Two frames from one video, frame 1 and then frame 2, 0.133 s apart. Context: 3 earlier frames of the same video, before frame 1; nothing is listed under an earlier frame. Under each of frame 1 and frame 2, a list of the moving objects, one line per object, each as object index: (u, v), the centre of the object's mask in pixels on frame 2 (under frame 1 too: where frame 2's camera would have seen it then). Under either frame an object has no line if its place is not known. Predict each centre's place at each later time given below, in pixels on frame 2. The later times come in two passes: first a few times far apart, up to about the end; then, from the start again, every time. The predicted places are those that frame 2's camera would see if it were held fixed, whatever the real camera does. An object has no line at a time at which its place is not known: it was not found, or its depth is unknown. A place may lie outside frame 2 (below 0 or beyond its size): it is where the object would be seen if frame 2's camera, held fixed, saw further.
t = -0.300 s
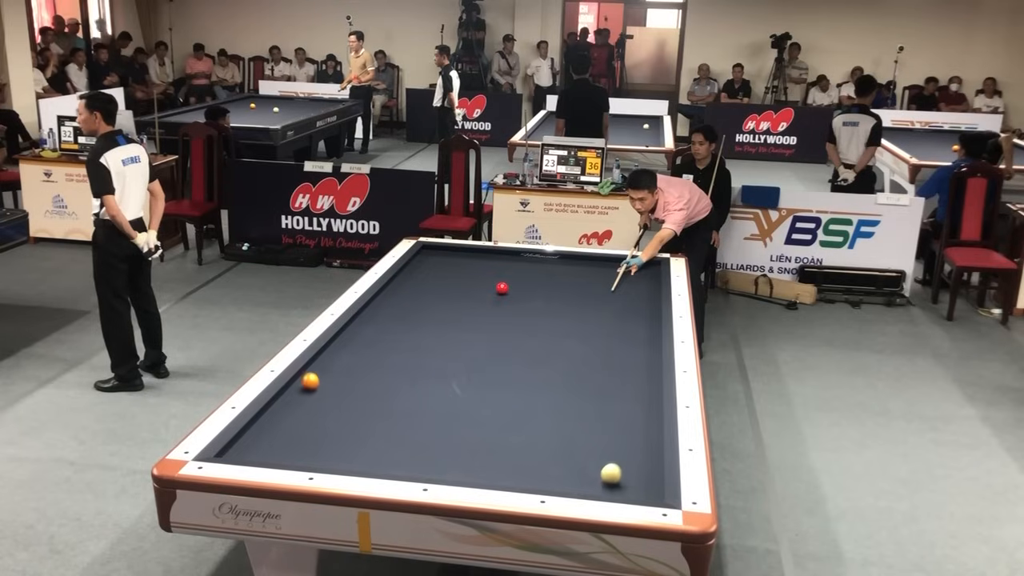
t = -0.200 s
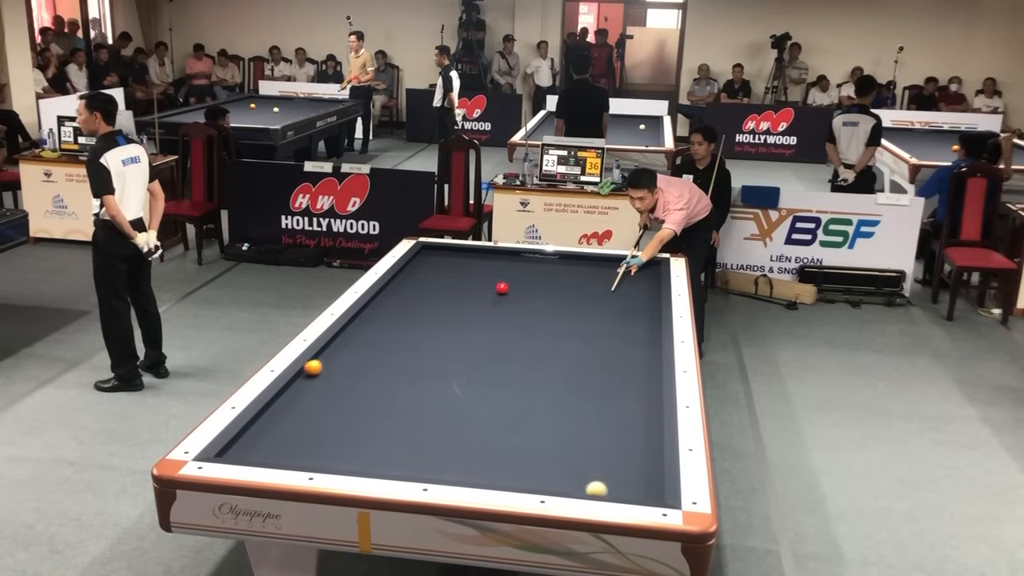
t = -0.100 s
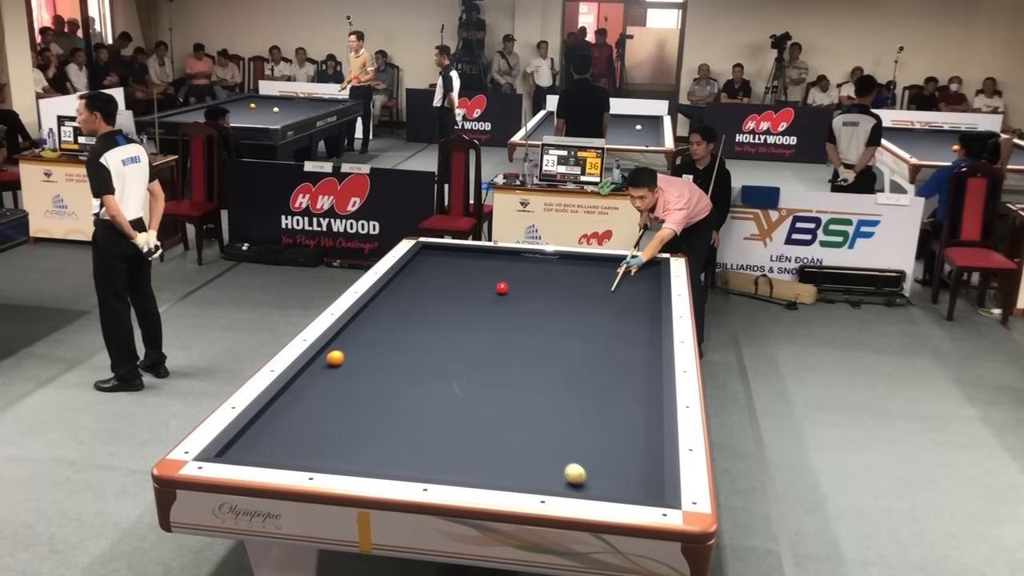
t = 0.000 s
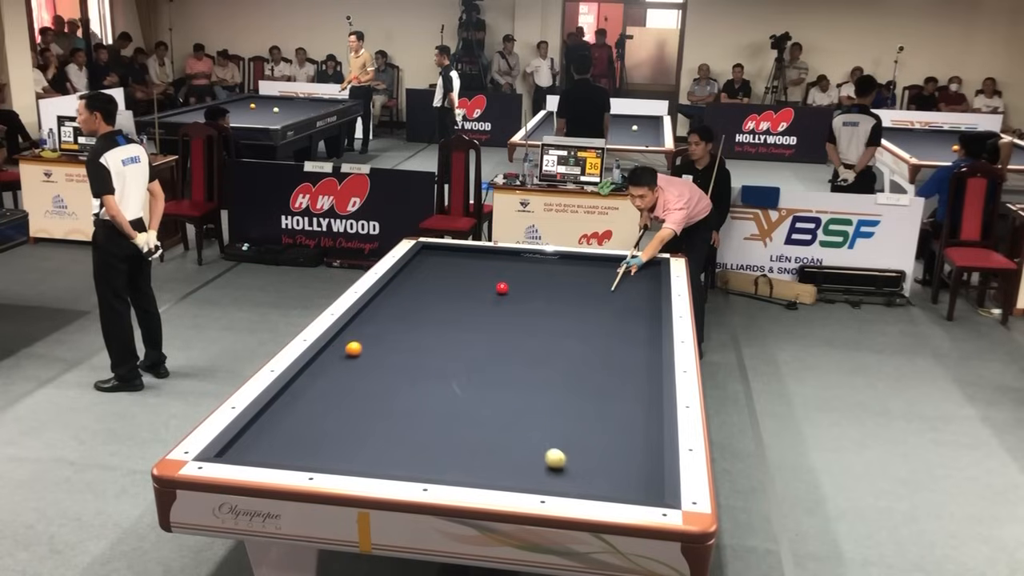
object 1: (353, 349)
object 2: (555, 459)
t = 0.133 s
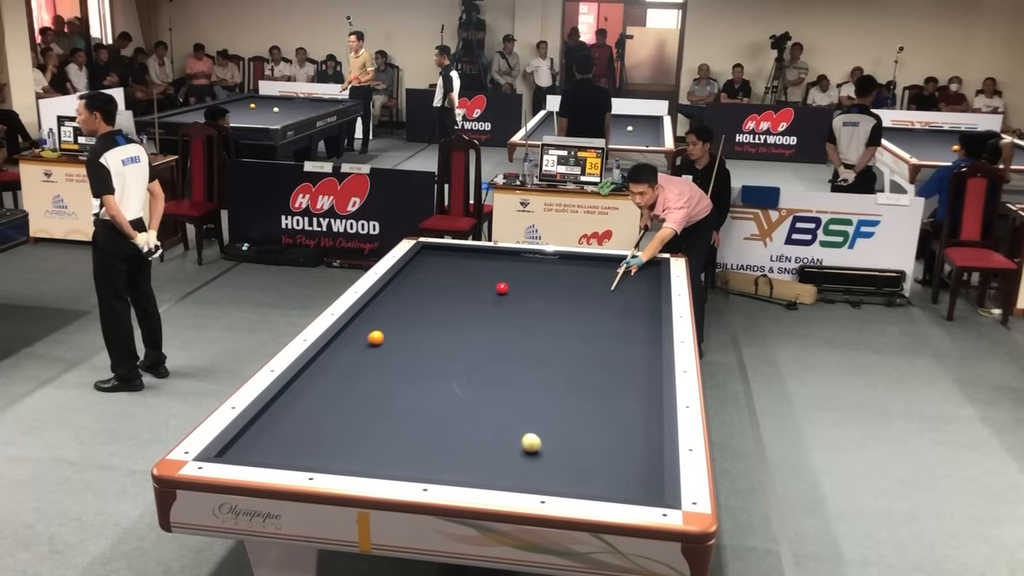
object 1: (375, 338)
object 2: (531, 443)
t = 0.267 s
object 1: (396, 327)
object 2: (508, 430)
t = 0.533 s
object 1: (433, 309)
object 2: (468, 405)
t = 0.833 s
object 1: (469, 291)
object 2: (428, 381)
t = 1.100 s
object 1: (497, 276)
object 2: (396, 362)
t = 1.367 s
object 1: (522, 263)
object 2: (368, 345)
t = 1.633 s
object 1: (544, 256)
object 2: (348, 330)
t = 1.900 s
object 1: (566, 266)
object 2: (381, 320)
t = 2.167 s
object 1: (588, 275)
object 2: (410, 310)
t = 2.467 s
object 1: (615, 286)
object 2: (439, 300)
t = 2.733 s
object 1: (640, 296)
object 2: (463, 292)
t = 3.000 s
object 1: (647, 305)
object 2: (484, 285)
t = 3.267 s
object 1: (632, 312)
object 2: (505, 278)
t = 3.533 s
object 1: (616, 320)
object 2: (524, 271)
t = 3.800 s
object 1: (599, 328)
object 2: (541, 265)
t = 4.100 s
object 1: (580, 337)
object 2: (559, 259)
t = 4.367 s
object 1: (563, 345)
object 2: (574, 259)
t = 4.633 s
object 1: (544, 353)
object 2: (588, 263)
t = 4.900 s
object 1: (526, 362)
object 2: (601, 268)
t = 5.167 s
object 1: (507, 371)
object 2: (615, 272)
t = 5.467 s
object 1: (485, 381)
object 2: (630, 277)
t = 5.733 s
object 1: (465, 391)
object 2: (644, 282)
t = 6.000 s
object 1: (444, 401)
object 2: (654, 287)
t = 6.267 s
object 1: (423, 411)
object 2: (646, 289)
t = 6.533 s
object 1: (402, 422)
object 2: (638, 292)
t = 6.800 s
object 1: (379, 432)
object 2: (631, 295)
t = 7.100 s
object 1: (353, 444)
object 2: (622, 298)
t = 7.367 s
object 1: (330, 456)
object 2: (615, 300)
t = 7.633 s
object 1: (310, 459)
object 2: (608, 303)
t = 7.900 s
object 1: (301, 454)
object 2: (602, 305)
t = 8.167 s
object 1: (293, 446)
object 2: (595, 307)
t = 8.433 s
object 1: (286, 439)
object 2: (589, 309)
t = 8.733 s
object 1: (279, 432)
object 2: (582, 311)
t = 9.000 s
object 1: (273, 426)
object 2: (577, 314)
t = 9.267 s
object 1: (267, 421)
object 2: (571, 315)
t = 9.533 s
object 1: (264, 416)
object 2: (567, 317)
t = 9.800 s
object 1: (271, 414)
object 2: (562, 318)
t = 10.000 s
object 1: (276, 413)
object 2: (559, 320)
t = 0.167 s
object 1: (381, 335)
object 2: (525, 440)
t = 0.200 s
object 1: (386, 333)
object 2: (520, 436)
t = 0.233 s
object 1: (391, 330)
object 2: (514, 433)
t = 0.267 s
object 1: (396, 327)
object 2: (508, 430)
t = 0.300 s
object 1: (401, 325)
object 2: (503, 426)
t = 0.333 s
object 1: (406, 323)
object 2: (497, 423)
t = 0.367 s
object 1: (411, 320)
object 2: (493, 420)
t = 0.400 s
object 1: (415, 318)
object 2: (488, 417)
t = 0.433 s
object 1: (420, 316)
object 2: (482, 414)
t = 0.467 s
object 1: (424, 313)
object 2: (478, 411)
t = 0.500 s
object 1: (429, 311)
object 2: (473, 408)
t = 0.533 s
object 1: (433, 309)
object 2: (468, 405)
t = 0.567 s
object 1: (437, 307)
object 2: (463, 402)
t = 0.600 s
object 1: (442, 304)
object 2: (459, 400)
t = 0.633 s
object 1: (446, 302)
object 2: (454, 397)
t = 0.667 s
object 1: (450, 300)
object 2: (449, 394)
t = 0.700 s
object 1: (454, 298)
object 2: (445, 392)
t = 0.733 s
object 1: (458, 296)
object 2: (441, 389)
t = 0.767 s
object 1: (462, 294)
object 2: (436, 386)
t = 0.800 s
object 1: (466, 292)
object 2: (432, 384)
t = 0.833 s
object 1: (469, 291)
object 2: (428, 381)
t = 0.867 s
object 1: (473, 289)
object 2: (424, 379)
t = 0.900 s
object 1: (477, 287)
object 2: (420, 376)
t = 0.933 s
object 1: (480, 285)
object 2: (416, 374)
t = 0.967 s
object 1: (484, 283)
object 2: (412, 372)
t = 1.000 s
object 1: (487, 281)
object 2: (408, 370)
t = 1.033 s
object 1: (490, 279)
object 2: (404, 367)
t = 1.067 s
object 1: (494, 278)
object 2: (400, 365)
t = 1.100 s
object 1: (497, 276)
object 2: (396, 362)
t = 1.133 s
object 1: (500, 274)
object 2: (392, 360)
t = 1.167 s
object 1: (504, 273)
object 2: (389, 358)
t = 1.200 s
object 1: (507, 271)
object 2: (385, 356)
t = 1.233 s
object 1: (510, 269)
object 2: (382, 354)
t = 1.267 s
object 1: (513, 268)
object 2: (378, 352)
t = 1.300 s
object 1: (516, 267)
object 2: (375, 350)
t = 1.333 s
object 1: (519, 265)
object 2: (371, 347)
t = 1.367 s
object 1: (522, 263)
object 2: (368, 345)
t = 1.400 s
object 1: (525, 262)
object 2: (364, 343)
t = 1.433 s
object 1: (528, 260)
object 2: (361, 341)
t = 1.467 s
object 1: (530, 259)
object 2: (358, 340)
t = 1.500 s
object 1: (533, 257)
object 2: (355, 338)
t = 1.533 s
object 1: (536, 256)
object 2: (352, 336)
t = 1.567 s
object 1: (539, 255)
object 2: (348, 334)
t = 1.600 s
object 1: (541, 255)
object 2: (346, 332)
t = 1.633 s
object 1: (544, 256)
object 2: (348, 330)
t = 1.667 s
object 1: (547, 258)
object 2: (353, 329)
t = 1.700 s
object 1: (549, 259)
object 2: (358, 328)
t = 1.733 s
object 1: (552, 260)
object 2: (362, 326)
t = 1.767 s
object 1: (555, 262)
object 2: (366, 325)
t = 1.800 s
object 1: (557, 263)
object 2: (370, 324)
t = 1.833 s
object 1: (560, 264)
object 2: (374, 323)
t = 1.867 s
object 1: (563, 265)
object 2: (378, 321)
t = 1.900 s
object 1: (566, 266)
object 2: (381, 320)
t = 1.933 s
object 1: (568, 267)
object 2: (385, 319)
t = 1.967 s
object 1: (571, 269)
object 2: (389, 318)
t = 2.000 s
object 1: (574, 270)
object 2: (392, 316)
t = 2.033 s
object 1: (577, 271)
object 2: (396, 315)
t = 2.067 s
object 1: (579, 272)
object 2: (399, 314)
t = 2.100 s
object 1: (582, 273)
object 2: (403, 313)
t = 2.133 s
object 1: (586, 275)
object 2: (406, 311)
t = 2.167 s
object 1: (588, 275)
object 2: (410, 310)
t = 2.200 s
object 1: (591, 276)
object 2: (413, 309)
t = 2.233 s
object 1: (594, 278)
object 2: (417, 308)
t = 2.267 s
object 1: (597, 279)
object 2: (420, 307)
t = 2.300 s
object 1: (600, 280)
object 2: (423, 306)
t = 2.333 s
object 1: (603, 281)
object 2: (426, 305)
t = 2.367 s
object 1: (606, 282)
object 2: (430, 304)
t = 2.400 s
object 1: (609, 284)
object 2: (433, 302)
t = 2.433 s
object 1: (612, 285)
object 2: (436, 301)
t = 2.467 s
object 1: (615, 286)
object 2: (439, 300)
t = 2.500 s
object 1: (618, 287)
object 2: (442, 299)
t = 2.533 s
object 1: (621, 289)
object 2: (445, 298)
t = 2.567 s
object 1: (625, 290)
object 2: (448, 297)
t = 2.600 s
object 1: (628, 291)
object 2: (451, 296)
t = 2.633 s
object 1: (631, 292)
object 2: (454, 295)
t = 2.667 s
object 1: (634, 293)
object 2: (457, 294)
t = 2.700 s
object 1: (637, 295)
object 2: (460, 293)
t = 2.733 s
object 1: (640, 296)
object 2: (463, 292)
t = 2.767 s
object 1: (644, 297)
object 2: (466, 291)
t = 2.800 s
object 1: (647, 299)
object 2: (468, 290)
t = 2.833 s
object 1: (650, 300)
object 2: (471, 289)
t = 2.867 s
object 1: (653, 301)
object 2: (474, 288)
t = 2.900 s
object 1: (654, 302)
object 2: (477, 287)
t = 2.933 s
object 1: (652, 303)
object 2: (479, 286)
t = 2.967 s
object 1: (650, 304)
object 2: (482, 286)
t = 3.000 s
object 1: (647, 305)
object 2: (484, 285)
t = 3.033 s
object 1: (646, 306)
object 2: (487, 284)
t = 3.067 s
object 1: (644, 307)
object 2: (490, 283)
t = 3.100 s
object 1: (642, 308)
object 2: (492, 282)
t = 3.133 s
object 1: (640, 309)
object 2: (495, 281)
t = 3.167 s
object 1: (638, 310)
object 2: (497, 279)
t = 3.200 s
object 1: (636, 310)
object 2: (500, 279)
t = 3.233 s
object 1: (634, 311)
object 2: (502, 278)
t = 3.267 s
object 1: (632, 312)
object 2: (505, 278)
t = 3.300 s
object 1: (630, 313)
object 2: (507, 277)
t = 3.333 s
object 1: (628, 315)
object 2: (510, 276)
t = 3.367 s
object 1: (626, 315)
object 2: (512, 275)
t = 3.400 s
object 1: (624, 316)
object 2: (515, 275)
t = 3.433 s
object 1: (622, 317)
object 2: (517, 274)
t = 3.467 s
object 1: (620, 318)
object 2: (519, 273)
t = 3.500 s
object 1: (618, 319)
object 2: (521, 272)
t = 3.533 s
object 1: (616, 320)
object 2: (524, 271)
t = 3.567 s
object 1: (614, 321)
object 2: (526, 271)
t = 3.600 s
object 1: (612, 322)
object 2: (528, 270)
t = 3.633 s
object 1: (610, 323)
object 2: (531, 269)
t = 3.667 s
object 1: (608, 324)
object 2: (533, 268)
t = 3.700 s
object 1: (606, 325)
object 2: (535, 268)
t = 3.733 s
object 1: (603, 326)
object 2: (537, 267)
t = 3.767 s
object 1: (601, 327)
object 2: (539, 266)
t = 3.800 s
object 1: (599, 328)
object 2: (541, 265)
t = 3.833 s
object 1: (597, 329)
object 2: (543, 264)
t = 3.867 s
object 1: (595, 330)
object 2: (546, 264)
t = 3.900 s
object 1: (593, 331)
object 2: (548, 263)
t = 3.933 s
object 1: (591, 332)
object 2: (550, 262)
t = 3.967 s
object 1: (589, 333)
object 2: (552, 262)
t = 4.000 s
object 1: (586, 334)
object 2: (554, 261)
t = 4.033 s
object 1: (584, 335)
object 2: (556, 260)
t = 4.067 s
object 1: (582, 336)
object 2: (558, 260)
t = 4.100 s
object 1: (580, 337)
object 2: (559, 259)
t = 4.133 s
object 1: (578, 338)
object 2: (561, 258)
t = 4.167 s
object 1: (576, 339)
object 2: (563, 258)
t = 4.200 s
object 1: (574, 340)
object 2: (565, 257)
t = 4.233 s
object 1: (571, 341)
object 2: (567, 257)
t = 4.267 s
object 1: (569, 342)
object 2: (569, 257)
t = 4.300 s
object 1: (567, 343)
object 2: (571, 257)
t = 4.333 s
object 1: (565, 344)
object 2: (572, 258)
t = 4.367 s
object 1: (563, 345)
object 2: (574, 259)
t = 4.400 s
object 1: (560, 346)
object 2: (576, 259)
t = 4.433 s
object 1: (558, 347)
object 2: (577, 260)
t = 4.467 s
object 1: (556, 348)
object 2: (579, 260)
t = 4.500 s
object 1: (554, 349)
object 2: (581, 261)
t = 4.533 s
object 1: (551, 350)
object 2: (582, 261)
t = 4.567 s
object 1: (549, 351)
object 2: (584, 262)
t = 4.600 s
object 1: (547, 352)
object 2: (586, 262)
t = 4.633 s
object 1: (544, 353)
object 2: (588, 263)
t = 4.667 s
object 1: (542, 354)
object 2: (589, 264)
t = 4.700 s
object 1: (540, 356)
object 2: (591, 264)
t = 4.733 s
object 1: (537, 357)
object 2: (593, 265)
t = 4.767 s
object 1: (535, 358)
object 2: (594, 266)
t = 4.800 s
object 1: (533, 359)
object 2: (596, 266)
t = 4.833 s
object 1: (531, 360)
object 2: (598, 267)
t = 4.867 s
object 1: (528, 361)
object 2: (600, 267)
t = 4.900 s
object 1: (526, 362)
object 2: (601, 268)
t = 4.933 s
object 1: (524, 363)
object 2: (603, 268)
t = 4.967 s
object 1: (521, 364)
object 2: (605, 269)
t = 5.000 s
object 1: (519, 365)
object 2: (607, 269)
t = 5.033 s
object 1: (516, 366)
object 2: (608, 270)
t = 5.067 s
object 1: (514, 368)
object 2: (610, 271)
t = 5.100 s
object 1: (512, 368)
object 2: (612, 271)
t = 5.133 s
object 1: (509, 370)
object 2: (613, 272)
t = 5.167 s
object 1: (507, 371)
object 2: (615, 272)
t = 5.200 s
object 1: (505, 372)
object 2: (617, 273)
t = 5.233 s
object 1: (502, 373)
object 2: (618, 273)
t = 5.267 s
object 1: (500, 374)
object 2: (620, 274)
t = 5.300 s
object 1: (497, 376)
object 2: (622, 275)
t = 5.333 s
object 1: (495, 377)
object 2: (624, 275)
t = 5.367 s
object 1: (492, 378)
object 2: (625, 276)
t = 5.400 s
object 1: (490, 379)
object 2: (627, 276)
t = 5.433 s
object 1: (487, 380)
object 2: (629, 277)
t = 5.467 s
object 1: (485, 381)
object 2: (630, 277)
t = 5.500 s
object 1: (482, 383)
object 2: (632, 278)
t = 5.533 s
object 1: (480, 384)
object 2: (634, 279)
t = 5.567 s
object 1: (478, 385)
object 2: (636, 279)
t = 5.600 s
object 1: (475, 386)
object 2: (637, 280)
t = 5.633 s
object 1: (473, 388)
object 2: (639, 280)
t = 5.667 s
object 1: (470, 389)
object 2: (641, 281)
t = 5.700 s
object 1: (467, 390)
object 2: (642, 281)
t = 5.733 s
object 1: (465, 391)
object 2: (644, 282)
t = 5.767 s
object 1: (462, 392)
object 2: (646, 283)
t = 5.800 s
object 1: (460, 394)
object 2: (648, 283)
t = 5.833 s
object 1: (457, 395)
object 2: (649, 284)
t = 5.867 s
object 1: (455, 396)
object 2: (651, 285)
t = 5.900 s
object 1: (452, 397)
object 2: (653, 285)
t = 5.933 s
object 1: (449, 398)
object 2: (654, 285)
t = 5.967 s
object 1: (447, 400)
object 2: (655, 286)
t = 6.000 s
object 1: (444, 401)
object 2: (654, 287)
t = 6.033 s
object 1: (441, 402)
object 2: (653, 287)
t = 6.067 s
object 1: (439, 403)
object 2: (652, 287)
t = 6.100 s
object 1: (436, 405)
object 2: (651, 287)
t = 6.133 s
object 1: (434, 406)
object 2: (650, 288)
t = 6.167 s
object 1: (431, 407)
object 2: (649, 288)
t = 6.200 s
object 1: (429, 408)
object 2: (648, 289)
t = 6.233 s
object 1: (426, 410)
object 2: (647, 289)
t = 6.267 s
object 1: (423, 411)
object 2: (646, 289)
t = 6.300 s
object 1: (420, 413)
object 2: (645, 290)
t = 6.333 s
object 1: (418, 414)
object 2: (644, 290)
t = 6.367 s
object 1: (415, 415)
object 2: (643, 290)
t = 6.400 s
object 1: (412, 416)
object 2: (642, 291)
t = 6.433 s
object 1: (410, 417)
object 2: (641, 291)
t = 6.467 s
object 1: (407, 419)
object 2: (640, 291)
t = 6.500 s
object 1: (404, 420)
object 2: (639, 292)
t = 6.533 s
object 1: (402, 422)
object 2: (638, 292)
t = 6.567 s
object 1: (399, 423)
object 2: (637, 292)
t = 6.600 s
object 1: (396, 424)
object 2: (636, 293)
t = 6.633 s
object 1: (393, 426)
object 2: (635, 293)
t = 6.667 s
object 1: (390, 427)
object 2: (635, 294)
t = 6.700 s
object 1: (388, 428)
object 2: (633, 294)
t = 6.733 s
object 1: (385, 430)
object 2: (632, 294)
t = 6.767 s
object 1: (382, 431)
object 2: (632, 294)
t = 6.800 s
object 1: (379, 432)
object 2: (631, 295)
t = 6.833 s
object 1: (376, 434)
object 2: (630, 295)
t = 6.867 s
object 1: (373, 435)
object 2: (629, 295)
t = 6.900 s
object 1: (370, 436)
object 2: (628, 296)
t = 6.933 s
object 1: (367, 437)
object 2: (627, 296)
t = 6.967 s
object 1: (365, 439)
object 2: (626, 296)
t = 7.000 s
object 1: (362, 440)
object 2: (625, 297)
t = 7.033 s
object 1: (359, 442)
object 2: (624, 297)
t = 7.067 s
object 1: (356, 443)
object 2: (623, 297)
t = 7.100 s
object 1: (353, 444)
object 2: (622, 298)
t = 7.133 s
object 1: (350, 446)
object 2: (621, 298)
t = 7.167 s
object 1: (347, 447)
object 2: (621, 298)
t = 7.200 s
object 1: (344, 449)
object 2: (620, 299)
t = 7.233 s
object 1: (341, 450)
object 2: (619, 299)
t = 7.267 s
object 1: (338, 451)
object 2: (618, 299)
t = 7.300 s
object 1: (335, 453)
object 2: (617, 299)
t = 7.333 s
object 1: (333, 454)
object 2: (616, 300)
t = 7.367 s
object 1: (330, 456)
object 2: (615, 300)
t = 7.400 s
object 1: (327, 457)
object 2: (615, 300)
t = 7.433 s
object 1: (324, 458)
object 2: (614, 301)
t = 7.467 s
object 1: (321, 459)
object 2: (613, 301)
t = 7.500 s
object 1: (318, 459)
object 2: (612, 301)
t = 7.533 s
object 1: (315, 460)
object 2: (611, 302)
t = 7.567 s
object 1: (312, 461)
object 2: (610, 302)
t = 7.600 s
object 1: (310, 460)
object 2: (609, 302)
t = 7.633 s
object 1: (310, 459)
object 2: (608, 303)
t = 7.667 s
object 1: (309, 459)
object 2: (607, 303)
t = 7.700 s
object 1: (308, 458)
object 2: (607, 303)
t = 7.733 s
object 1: (307, 457)
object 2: (606, 303)
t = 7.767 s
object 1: (306, 457)
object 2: (605, 304)
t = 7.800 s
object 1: (304, 456)
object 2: (604, 304)
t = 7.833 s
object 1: (303, 455)
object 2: (603, 304)
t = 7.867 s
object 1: (302, 455)
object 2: (602, 304)
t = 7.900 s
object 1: (301, 454)
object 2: (602, 305)
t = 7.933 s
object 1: (300, 453)
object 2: (601, 305)
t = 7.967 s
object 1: (299, 452)
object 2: (600, 305)
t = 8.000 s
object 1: (298, 451)
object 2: (599, 306)
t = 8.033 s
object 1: (297, 450)
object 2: (598, 306)
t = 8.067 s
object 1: (296, 449)
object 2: (597, 306)
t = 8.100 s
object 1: (295, 448)
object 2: (597, 306)
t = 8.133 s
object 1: (294, 448)
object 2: (596, 307)
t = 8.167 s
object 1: (293, 446)
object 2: (595, 307)
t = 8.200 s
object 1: (292, 446)
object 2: (594, 307)
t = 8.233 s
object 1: (291, 445)
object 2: (593, 307)
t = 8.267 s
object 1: (290, 444)
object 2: (593, 308)
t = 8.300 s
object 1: (289, 443)
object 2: (592, 308)
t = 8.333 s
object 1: (289, 442)
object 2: (591, 308)
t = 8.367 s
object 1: (288, 441)
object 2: (590, 309)
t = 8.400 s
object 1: (287, 440)
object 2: (590, 309)
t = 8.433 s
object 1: (286, 439)
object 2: (589, 309)
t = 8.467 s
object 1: (285, 439)
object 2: (588, 309)
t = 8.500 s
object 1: (284, 438)
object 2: (587, 310)
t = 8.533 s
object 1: (283, 437)
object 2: (587, 310)
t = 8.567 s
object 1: (283, 436)
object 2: (586, 310)
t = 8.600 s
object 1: (282, 436)
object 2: (585, 310)
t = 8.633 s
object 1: (281, 435)
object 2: (584, 311)
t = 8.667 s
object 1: (280, 434)
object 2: (584, 311)
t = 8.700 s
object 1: (280, 433)
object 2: (583, 311)
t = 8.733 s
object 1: (279, 432)
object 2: (582, 311)
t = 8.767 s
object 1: (278, 431)
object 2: (582, 312)
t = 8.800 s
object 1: (277, 431)
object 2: (581, 312)
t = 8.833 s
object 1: (277, 430)
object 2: (580, 312)
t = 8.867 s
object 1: (276, 430)
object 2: (580, 312)
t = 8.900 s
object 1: (275, 429)
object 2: (579, 313)
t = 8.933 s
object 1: (274, 428)
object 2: (578, 313)
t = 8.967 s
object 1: (274, 427)
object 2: (577, 313)
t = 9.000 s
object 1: (273, 426)
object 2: (577, 314)
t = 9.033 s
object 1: (272, 426)
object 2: (576, 314)
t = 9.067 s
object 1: (272, 425)
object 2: (575, 314)
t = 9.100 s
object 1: (271, 424)
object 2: (575, 314)
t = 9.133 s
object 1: (270, 424)
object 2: (574, 315)
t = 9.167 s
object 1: (269, 423)
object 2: (573, 315)
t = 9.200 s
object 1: (269, 423)
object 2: (573, 315)
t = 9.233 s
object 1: (268, 422)
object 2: (572, 315)
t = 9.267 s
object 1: (267, 421)
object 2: (571, 315)
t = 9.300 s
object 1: (266, 420)
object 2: (571, 316)
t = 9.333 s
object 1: (267, 420)
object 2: (570, 316)
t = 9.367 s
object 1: (265, 419)
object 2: (569, 316)
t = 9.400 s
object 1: (265, 418)
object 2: (569, 316)
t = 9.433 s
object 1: (264, 418)
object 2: (569, 316)
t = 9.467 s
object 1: (263, 418)
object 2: (568, 317)
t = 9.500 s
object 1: (263, 417)
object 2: (567, 317)
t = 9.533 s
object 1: (264, 416)
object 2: (567, 317)
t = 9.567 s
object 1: (265, 416)
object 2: (566, 317)
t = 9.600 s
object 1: (266, 416)
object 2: (565, 317)
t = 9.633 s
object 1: (267, 417)
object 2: (565, 317)
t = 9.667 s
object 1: (267, 413)
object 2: (564, 318)
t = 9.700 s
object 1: (269, 415)
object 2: (564, 318)
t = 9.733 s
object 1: (269, 414)
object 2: (563, 318)
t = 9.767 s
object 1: (270, 415)
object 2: (562, 318)
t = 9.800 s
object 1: (271, 414)
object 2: (562, 318)
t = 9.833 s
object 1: (272, 414)
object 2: (561, 319)
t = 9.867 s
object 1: (273, 414)
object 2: (561, 319)
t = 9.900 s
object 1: (274, 413)
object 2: (560, 319)
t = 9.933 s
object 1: (275, 413)
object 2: (560, 319)
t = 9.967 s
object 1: (275, 413)
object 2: (559, 320)
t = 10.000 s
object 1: (276, 413)
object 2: (559, 320)
